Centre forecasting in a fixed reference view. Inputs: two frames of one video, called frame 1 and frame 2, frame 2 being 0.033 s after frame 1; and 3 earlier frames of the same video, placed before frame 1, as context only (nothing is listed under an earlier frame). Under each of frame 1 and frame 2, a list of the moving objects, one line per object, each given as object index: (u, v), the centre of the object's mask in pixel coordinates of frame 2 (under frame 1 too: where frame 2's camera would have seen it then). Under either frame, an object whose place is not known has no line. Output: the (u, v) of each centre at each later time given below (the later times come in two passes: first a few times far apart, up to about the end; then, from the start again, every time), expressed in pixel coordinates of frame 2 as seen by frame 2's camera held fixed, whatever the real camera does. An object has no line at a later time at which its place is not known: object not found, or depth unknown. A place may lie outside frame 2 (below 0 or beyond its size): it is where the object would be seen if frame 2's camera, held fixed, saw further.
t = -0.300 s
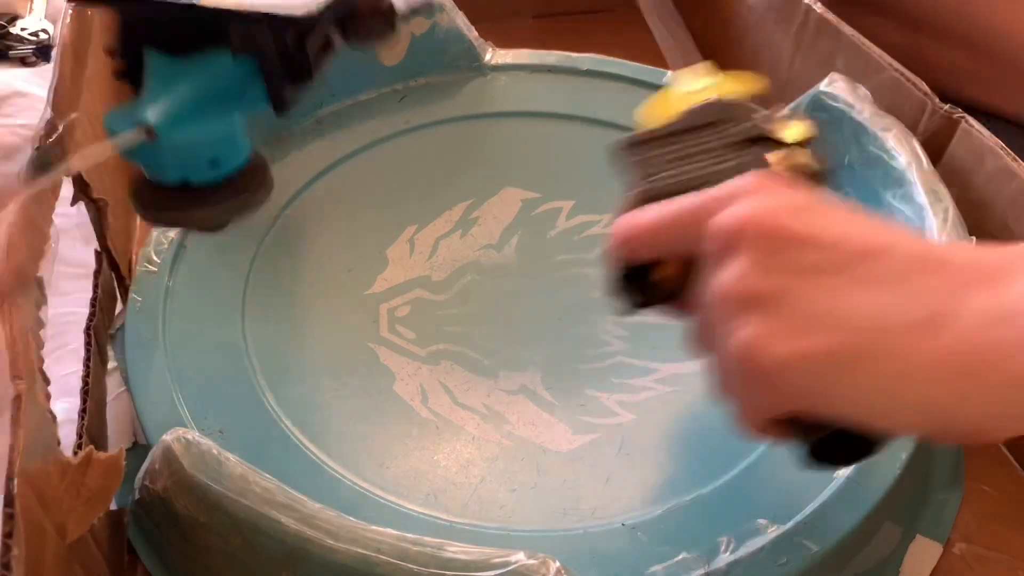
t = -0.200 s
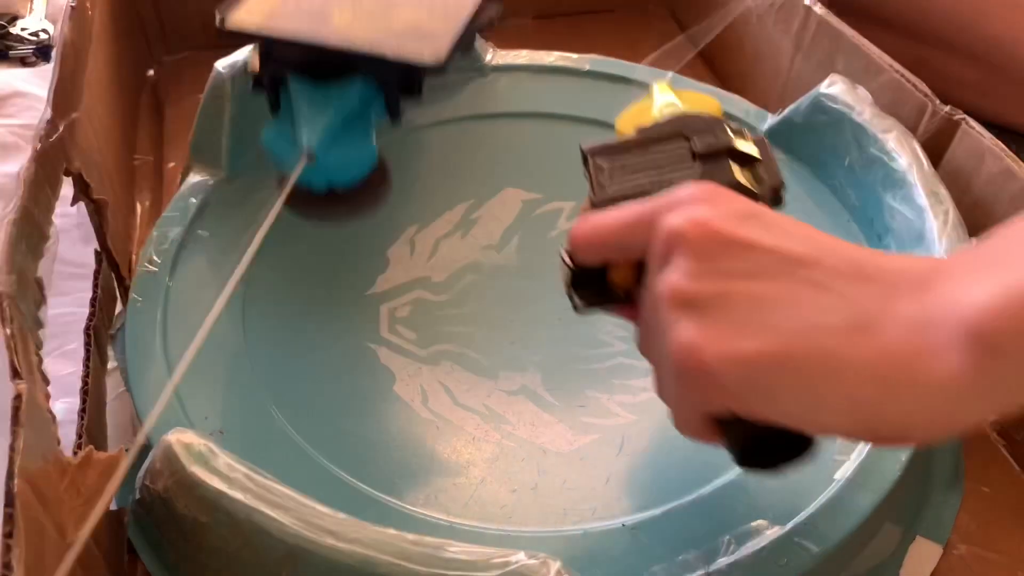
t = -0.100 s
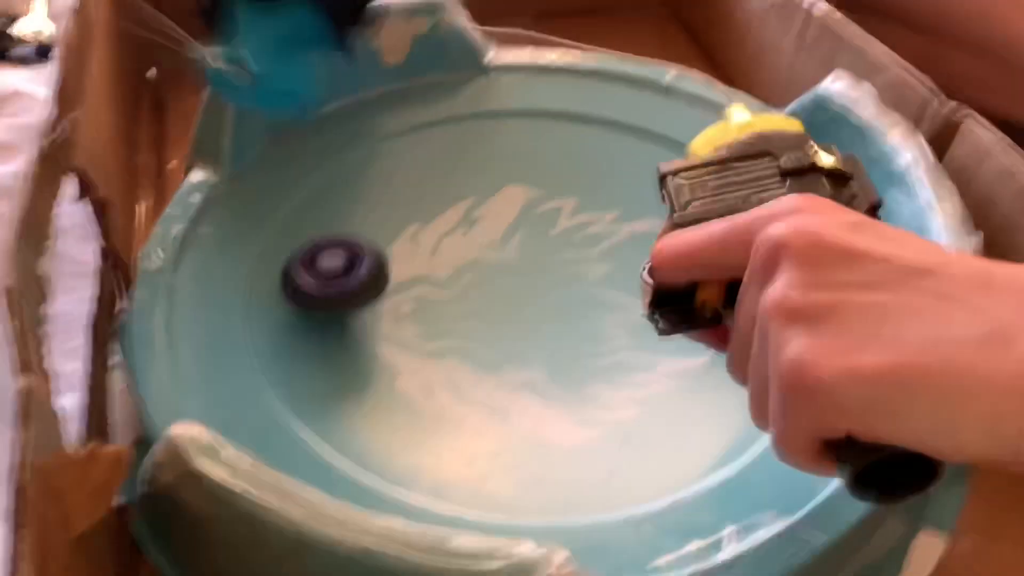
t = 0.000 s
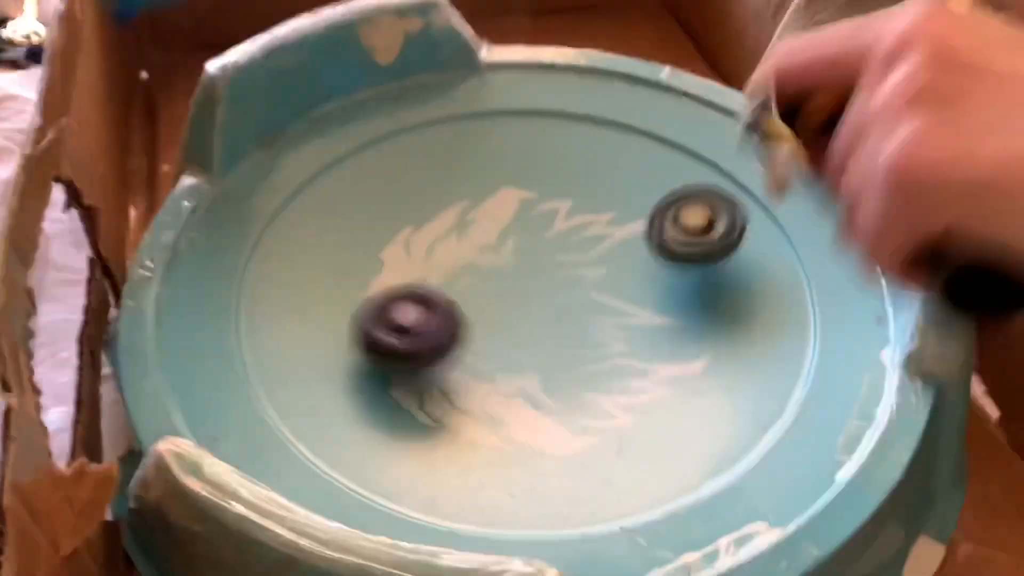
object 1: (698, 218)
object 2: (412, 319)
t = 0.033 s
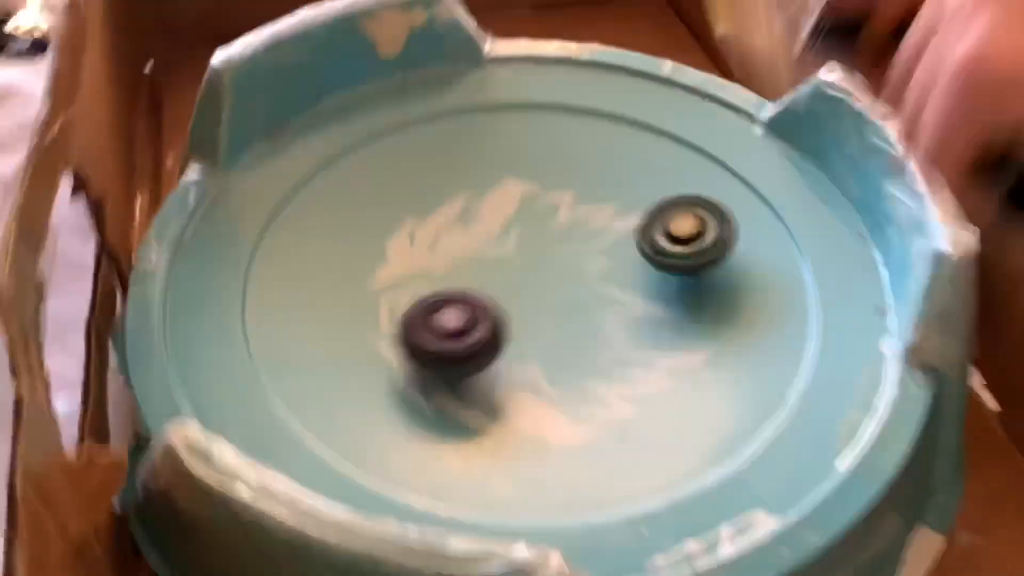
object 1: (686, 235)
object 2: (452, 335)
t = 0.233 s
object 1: (766, 281)
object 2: (594, 356)
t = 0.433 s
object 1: (807, 209)
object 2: (599, 330)
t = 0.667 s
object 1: (680, 194)
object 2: (549, 306)
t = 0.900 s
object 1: (488, 157)
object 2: (343, 386)
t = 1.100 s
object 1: (284, 212)
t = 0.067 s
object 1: (679, 248)
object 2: (493, 346)
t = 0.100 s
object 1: (676, 265)
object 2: (532, 357)
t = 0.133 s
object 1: (681, 278)
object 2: (564, 358)
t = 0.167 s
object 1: (689, 292)
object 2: (596, 355)
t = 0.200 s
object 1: (717, 295)
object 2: (608, 352)
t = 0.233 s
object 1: (766, 281)
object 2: (594, 356)
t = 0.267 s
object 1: (809, 261)
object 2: (584, 356)
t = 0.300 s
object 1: (813, 229)
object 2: (579, 352)
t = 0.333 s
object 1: (811, 216)
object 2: (581, 347)
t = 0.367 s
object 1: (812, 209)
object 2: (587, 341)
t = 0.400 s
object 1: (810, 207)
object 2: (593, 336)
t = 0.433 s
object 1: (807, 209)
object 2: (599, 330)
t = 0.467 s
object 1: (801, 210)
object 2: (604, 323)
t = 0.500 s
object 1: (789, 211)
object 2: (607, 315)
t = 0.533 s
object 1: (770, 213)
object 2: (608, 308)
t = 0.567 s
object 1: (746, 213)
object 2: (607, 300)
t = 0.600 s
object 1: (715, 214)
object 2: (604, 293)
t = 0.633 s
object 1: (676, 219)
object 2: (598, 287)
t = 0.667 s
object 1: (680, 194)
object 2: (549, 306)
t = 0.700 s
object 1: (695, 154)
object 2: (467, 344)
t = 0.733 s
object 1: (692, 125)
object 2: (388, 369)
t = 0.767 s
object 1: (663, 110)
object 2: (319, 391)
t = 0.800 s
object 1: (627, 107)
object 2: (271, 397)
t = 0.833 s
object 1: (581, 113)
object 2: (281, 382)
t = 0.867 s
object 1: (532, 130)
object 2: (308, 377)
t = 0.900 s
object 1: (488, 157)
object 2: (343, 386)
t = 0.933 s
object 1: (446, 197)
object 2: (380, 375)
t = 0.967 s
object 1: (415, 246)
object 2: (420, 369)
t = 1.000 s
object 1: (397, 286)
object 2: (466, 372)
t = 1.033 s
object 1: (348, 249)
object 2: (577, 440)
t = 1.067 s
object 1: (312, 223)
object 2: (696, 481)
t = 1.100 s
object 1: (284, 212)
